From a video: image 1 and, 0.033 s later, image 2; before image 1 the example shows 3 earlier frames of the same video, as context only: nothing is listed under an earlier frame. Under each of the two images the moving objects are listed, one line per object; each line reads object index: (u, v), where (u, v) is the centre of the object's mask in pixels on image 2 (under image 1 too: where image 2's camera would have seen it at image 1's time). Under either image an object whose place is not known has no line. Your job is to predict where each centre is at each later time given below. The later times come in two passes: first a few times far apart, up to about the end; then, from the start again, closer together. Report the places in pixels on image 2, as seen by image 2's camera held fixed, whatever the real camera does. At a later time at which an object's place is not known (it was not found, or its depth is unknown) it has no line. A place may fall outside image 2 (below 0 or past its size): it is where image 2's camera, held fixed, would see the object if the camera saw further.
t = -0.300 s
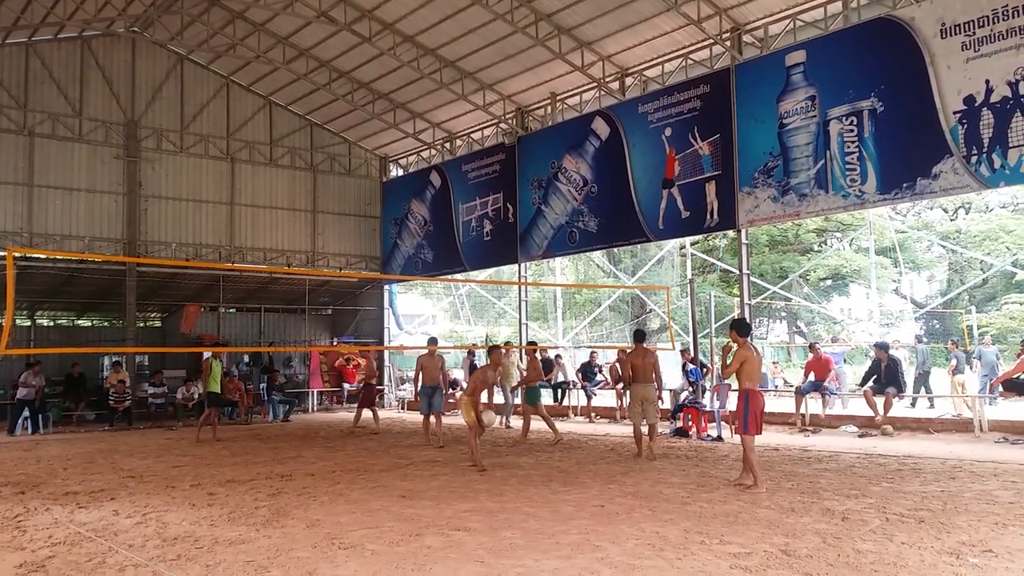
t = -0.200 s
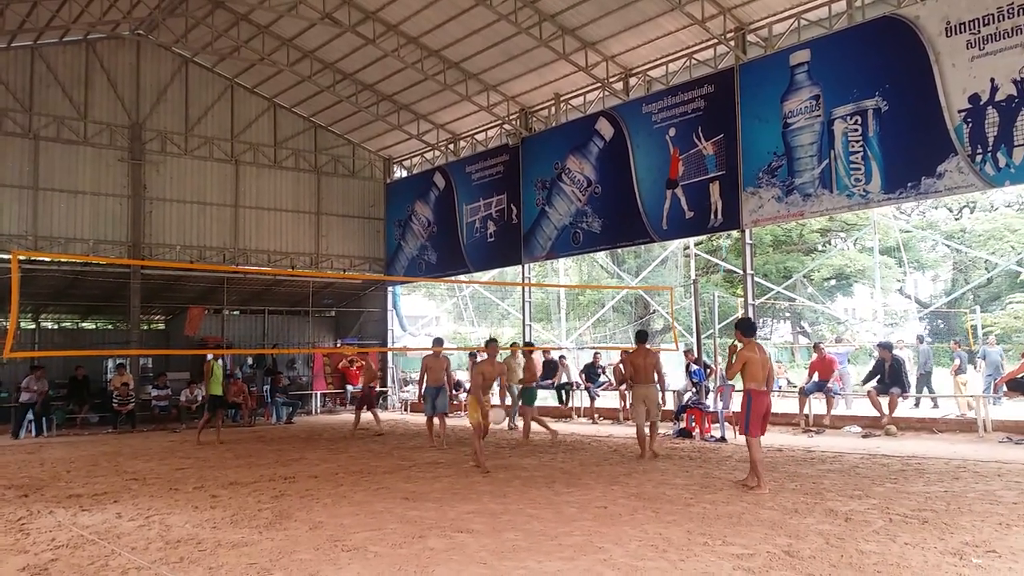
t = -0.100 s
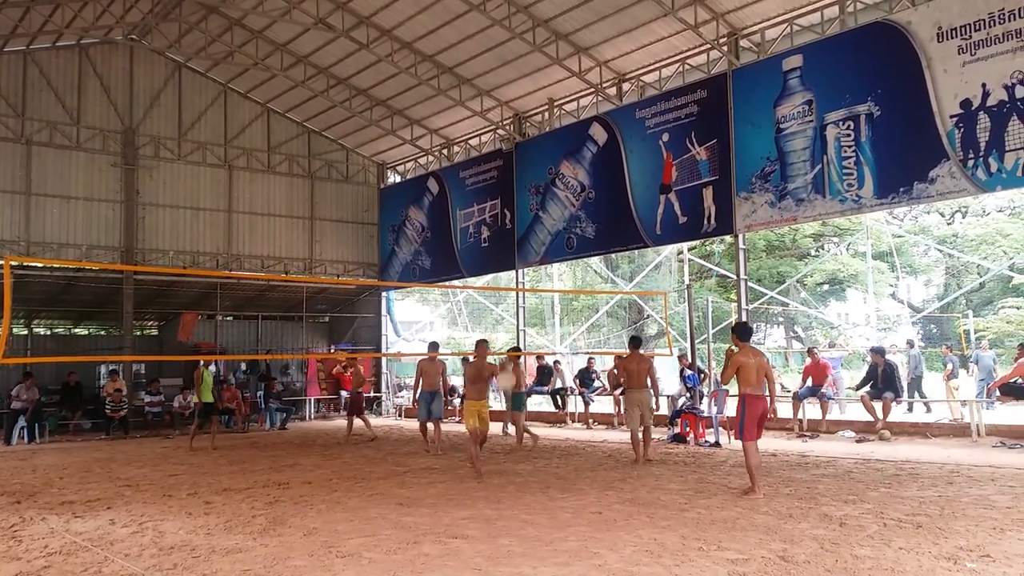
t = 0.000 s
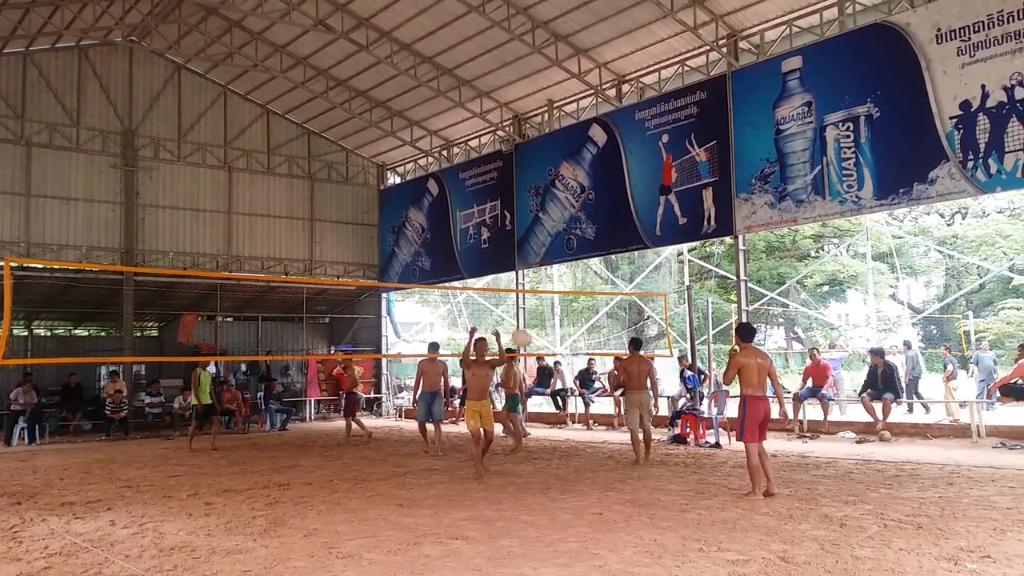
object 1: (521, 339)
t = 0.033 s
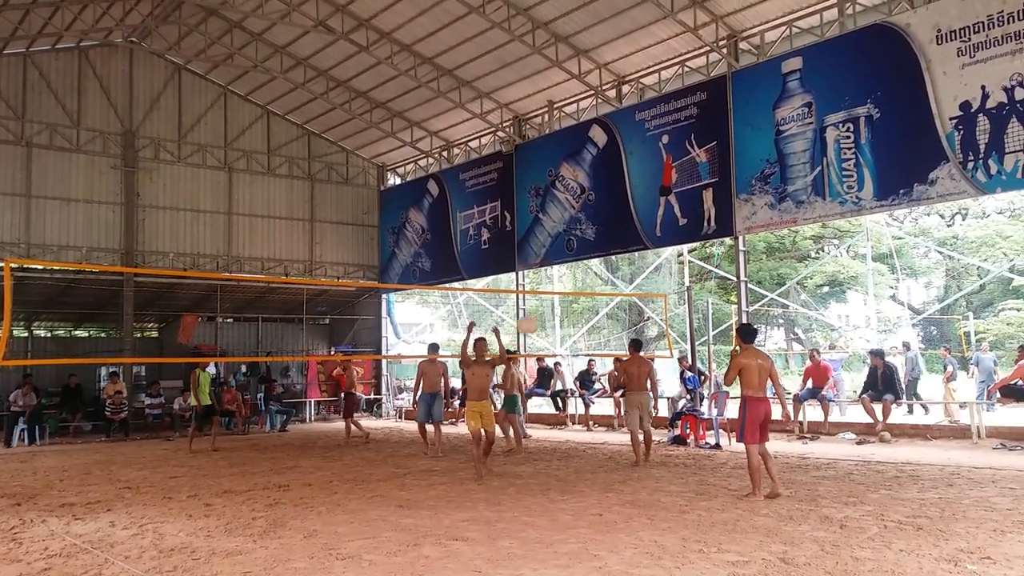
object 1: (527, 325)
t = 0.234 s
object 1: (571, 245)
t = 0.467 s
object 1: (654, 175)
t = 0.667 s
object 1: (797, 154)
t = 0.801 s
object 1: (986, 198)
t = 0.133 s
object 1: (546, 283)
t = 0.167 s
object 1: (554, 269)
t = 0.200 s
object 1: (563, 256)
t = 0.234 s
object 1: (571, 245)
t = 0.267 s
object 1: (580, 233)
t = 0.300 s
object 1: (590, 222)
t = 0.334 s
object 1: (600, 211)
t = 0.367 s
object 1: (612, 201)
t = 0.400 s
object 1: (625, 192)
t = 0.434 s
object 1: (640, 182)
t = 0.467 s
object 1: (654, 175)
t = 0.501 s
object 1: (673, 167)
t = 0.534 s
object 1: (693, 161)
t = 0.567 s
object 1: (714, 156)
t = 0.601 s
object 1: (739, 153)
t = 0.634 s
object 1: (765, 152)
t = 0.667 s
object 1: (797, 154)
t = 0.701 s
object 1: (837, 158)
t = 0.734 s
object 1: (882, 168)
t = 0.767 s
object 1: (930, 178)
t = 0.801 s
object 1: (986, 198)
